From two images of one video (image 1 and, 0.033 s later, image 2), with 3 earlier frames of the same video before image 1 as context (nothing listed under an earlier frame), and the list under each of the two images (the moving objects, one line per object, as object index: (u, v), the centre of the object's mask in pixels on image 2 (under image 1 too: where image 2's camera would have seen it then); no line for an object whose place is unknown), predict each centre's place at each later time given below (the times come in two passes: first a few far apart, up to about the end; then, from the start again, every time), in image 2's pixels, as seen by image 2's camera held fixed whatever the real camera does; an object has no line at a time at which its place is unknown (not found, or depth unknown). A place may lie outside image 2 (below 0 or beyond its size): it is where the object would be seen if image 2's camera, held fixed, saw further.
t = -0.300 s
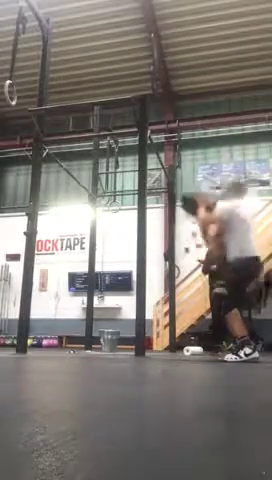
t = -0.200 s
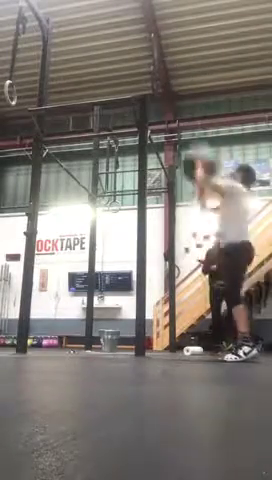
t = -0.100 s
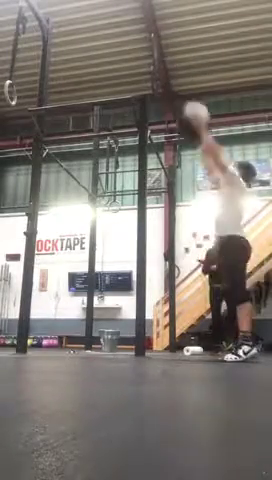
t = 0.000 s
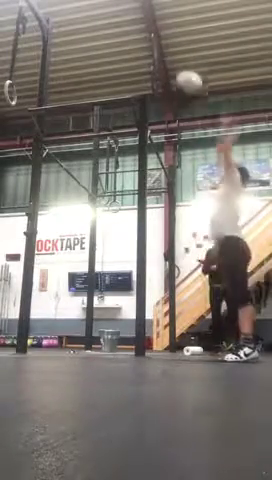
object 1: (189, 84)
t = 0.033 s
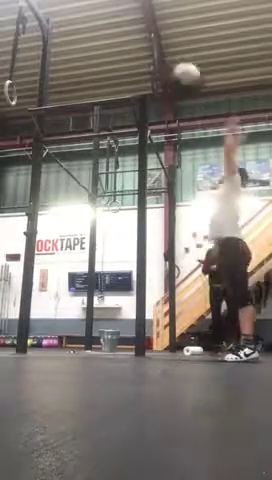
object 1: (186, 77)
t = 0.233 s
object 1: (175, 52)
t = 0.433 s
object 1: (170, 52)
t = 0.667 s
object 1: (178, 80)
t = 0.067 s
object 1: (184, 73)
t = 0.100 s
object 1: (182, 67)
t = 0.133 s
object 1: (180, 62)
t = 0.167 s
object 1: (178, 58)
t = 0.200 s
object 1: (177, 54)
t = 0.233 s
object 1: (175, 52)
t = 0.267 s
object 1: (174, 51)
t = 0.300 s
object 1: (172, 50)
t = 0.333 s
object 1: (171, 50)
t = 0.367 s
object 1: (170, 50)
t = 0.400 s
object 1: (170, 51)
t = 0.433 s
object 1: (170, 52)
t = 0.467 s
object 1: (172, 53)
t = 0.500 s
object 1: (173, 56)
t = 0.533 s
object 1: (174, 60)
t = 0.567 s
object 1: (175, 64)
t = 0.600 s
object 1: (175, 70)
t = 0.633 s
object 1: (176, 76)
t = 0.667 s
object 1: (178, 80)
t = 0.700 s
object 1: (180, 87)
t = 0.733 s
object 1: (180, 99)
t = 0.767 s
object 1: (182, 108)
